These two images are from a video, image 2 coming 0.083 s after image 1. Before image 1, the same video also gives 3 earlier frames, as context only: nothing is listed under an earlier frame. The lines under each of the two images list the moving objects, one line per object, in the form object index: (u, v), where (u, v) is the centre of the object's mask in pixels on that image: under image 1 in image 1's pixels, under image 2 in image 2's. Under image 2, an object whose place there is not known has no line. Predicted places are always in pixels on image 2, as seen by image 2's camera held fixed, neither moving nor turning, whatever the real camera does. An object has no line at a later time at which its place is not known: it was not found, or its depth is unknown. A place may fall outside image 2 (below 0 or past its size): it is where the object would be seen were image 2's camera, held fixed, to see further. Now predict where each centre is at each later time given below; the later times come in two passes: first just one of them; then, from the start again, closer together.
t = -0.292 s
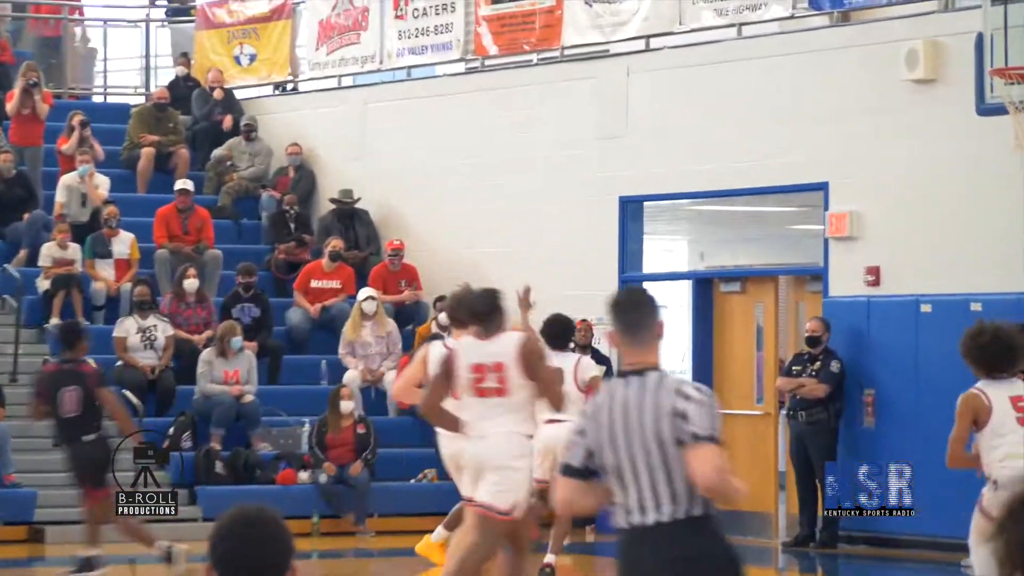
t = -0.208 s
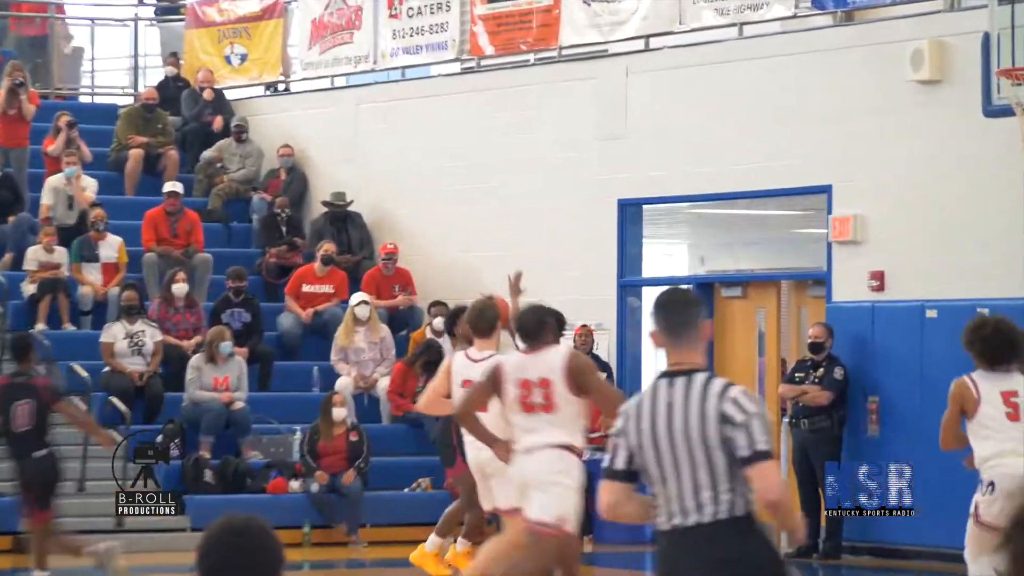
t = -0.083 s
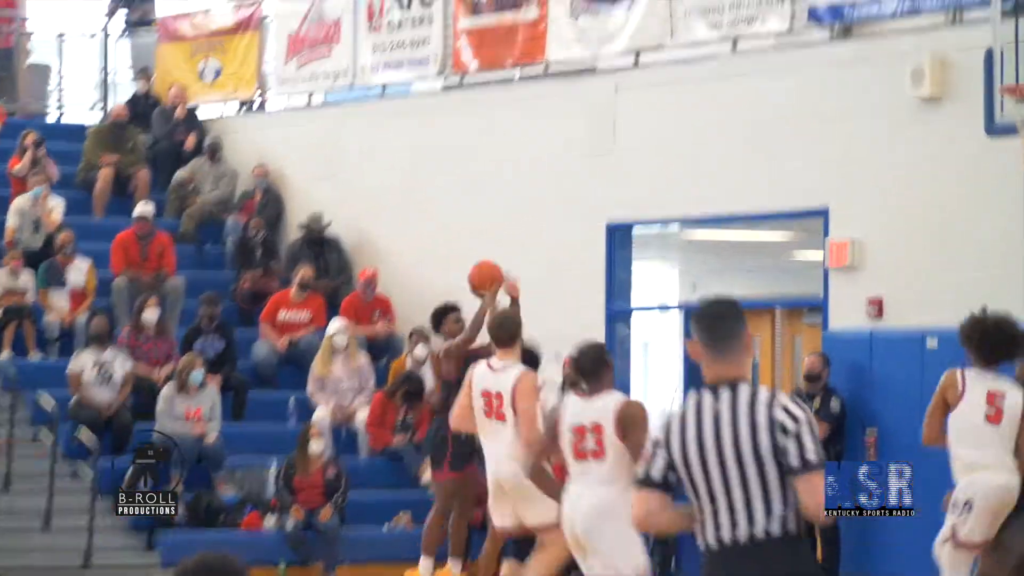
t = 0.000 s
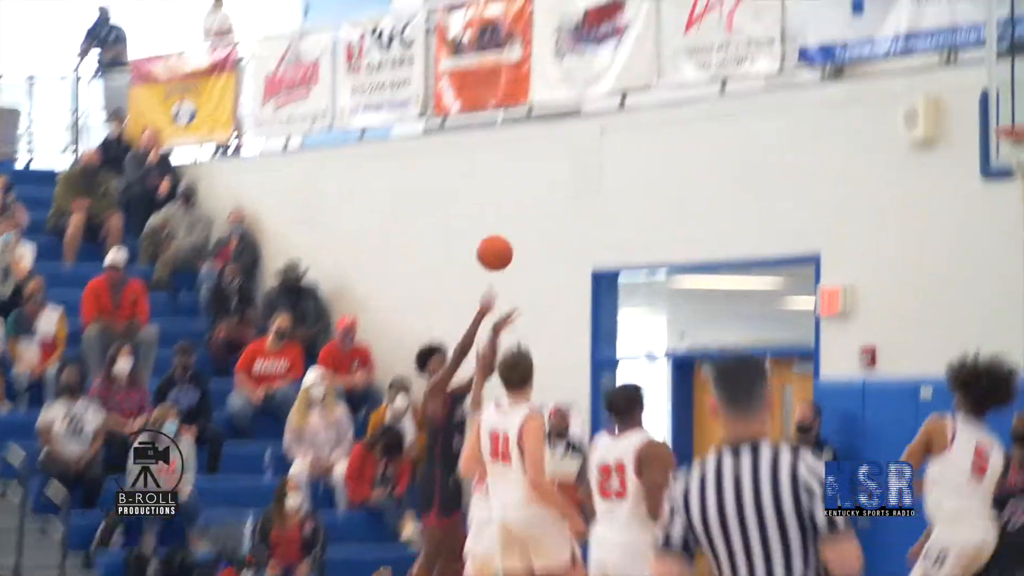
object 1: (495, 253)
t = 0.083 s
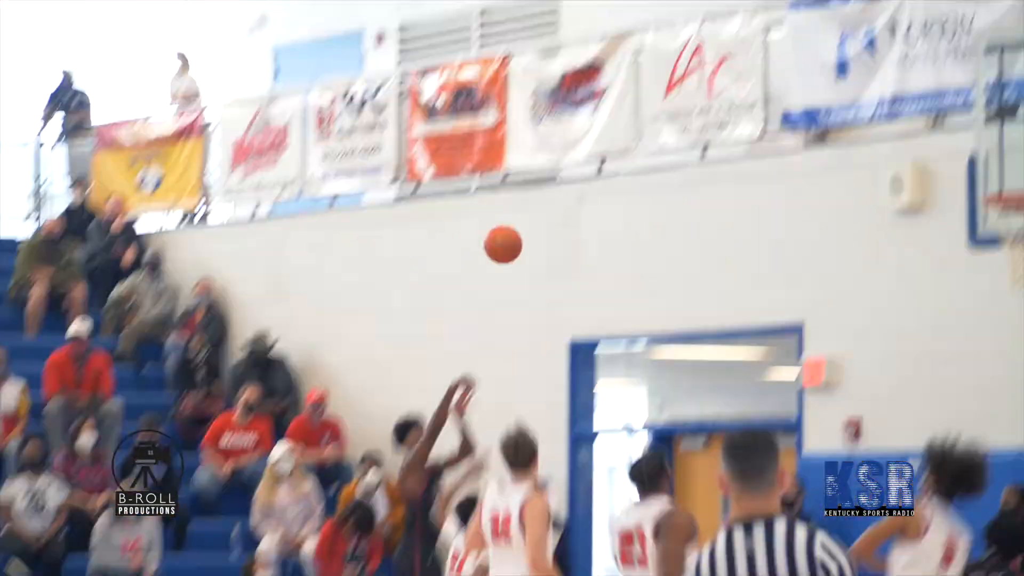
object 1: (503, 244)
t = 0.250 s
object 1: (568, 117)
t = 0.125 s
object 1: (519, 210)
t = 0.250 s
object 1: (568, 117)
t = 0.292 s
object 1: (586, 90)
